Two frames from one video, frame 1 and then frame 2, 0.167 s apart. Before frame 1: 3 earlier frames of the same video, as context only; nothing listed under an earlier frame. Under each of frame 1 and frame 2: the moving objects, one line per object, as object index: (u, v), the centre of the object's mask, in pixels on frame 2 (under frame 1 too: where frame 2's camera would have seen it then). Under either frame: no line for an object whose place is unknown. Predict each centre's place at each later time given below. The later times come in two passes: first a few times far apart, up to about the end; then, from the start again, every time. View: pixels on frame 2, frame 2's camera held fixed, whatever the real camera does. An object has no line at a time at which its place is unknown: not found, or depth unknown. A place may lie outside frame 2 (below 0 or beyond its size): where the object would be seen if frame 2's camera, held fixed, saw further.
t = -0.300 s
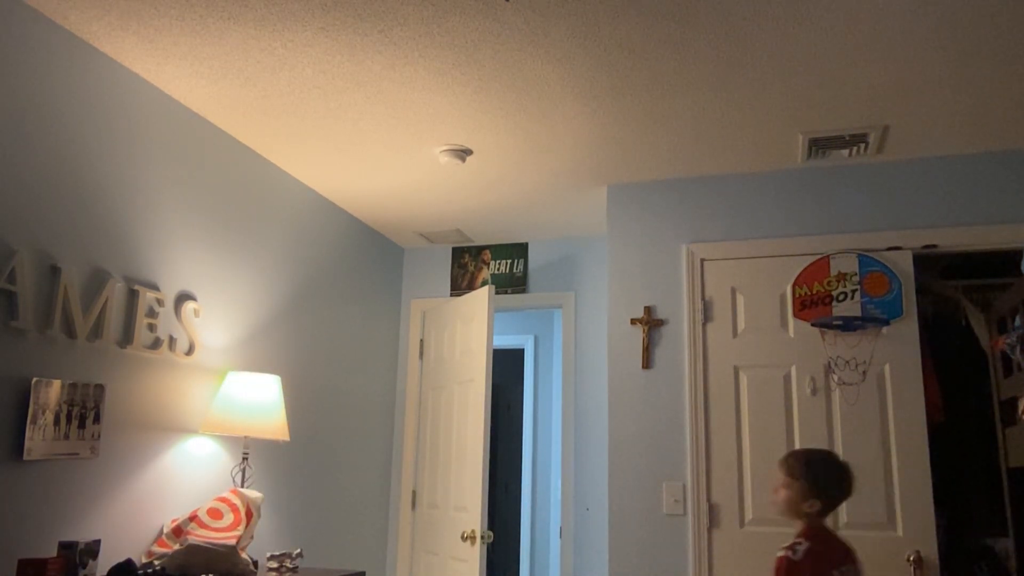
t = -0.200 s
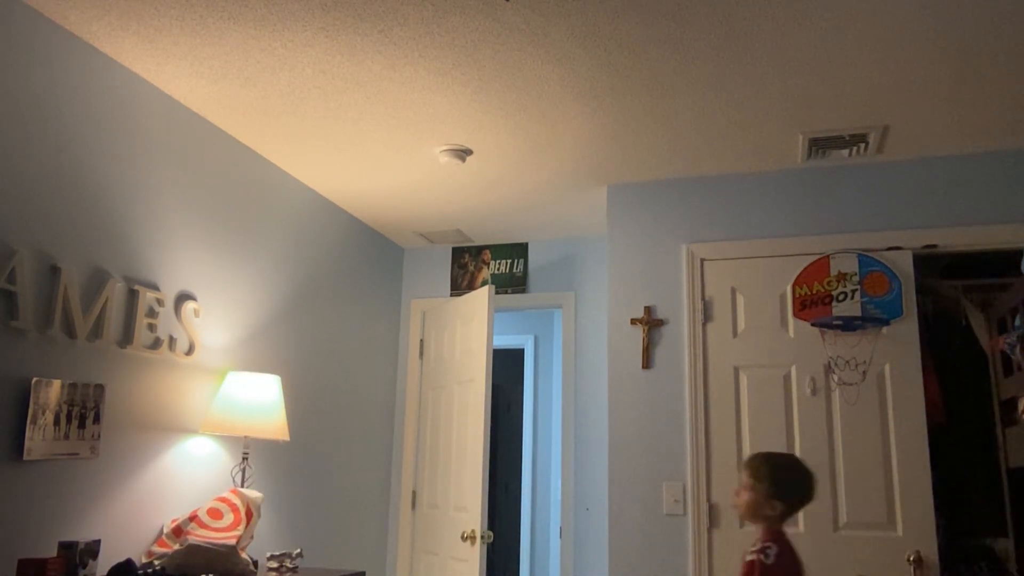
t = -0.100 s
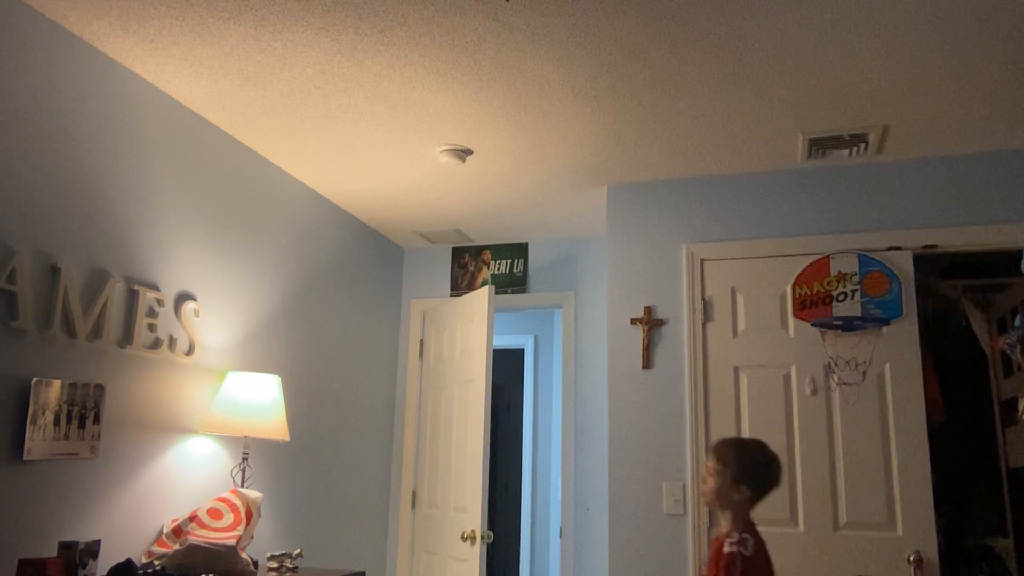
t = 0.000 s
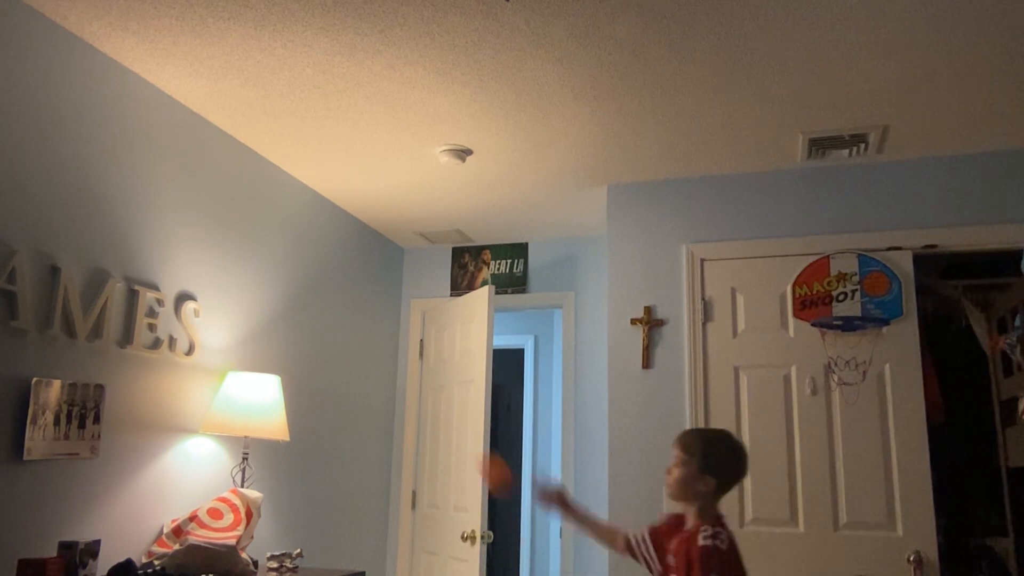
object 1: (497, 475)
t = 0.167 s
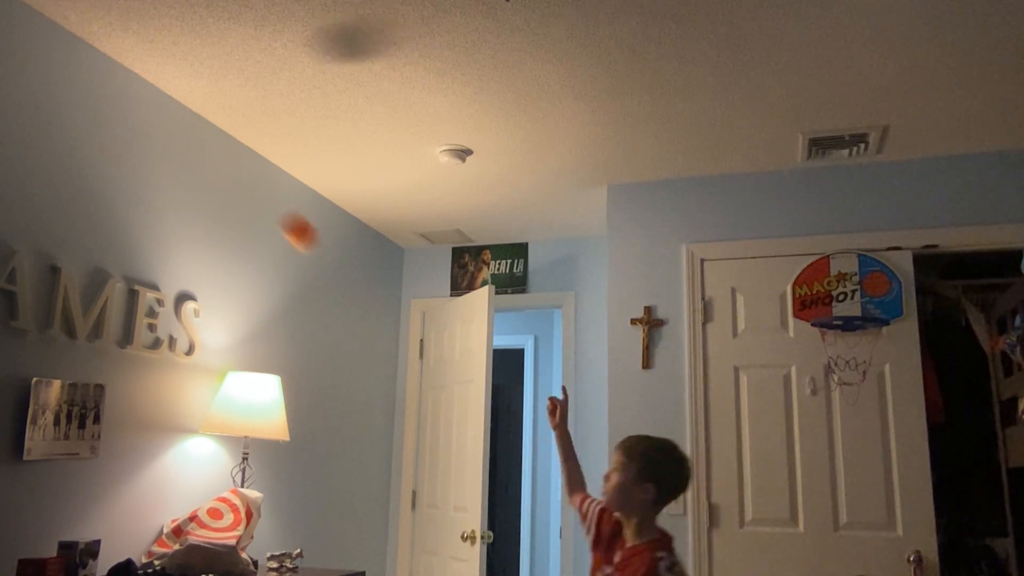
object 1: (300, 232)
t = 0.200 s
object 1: (261, 195)
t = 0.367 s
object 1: (149, 64)
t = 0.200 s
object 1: (261, 195)
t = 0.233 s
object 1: (221, 160)
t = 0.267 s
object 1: (181, 129)
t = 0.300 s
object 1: (140, 102)
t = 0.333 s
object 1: (137, 80)
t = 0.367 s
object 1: (149, 64)
